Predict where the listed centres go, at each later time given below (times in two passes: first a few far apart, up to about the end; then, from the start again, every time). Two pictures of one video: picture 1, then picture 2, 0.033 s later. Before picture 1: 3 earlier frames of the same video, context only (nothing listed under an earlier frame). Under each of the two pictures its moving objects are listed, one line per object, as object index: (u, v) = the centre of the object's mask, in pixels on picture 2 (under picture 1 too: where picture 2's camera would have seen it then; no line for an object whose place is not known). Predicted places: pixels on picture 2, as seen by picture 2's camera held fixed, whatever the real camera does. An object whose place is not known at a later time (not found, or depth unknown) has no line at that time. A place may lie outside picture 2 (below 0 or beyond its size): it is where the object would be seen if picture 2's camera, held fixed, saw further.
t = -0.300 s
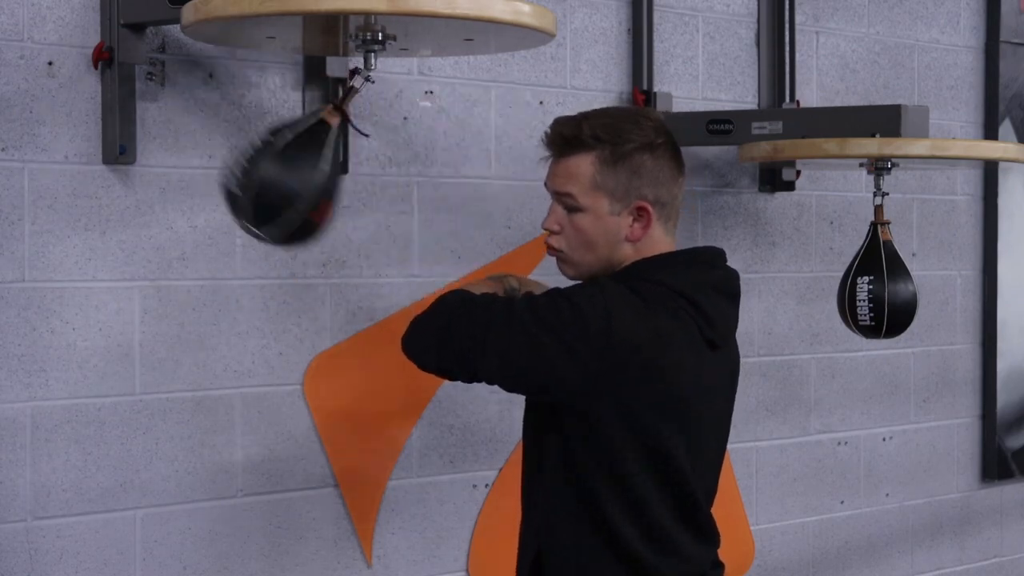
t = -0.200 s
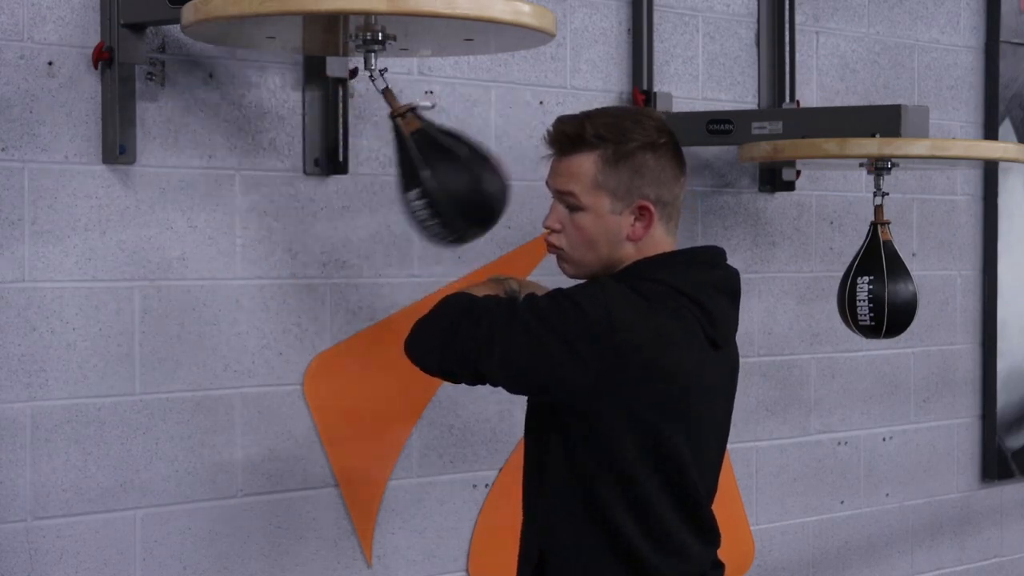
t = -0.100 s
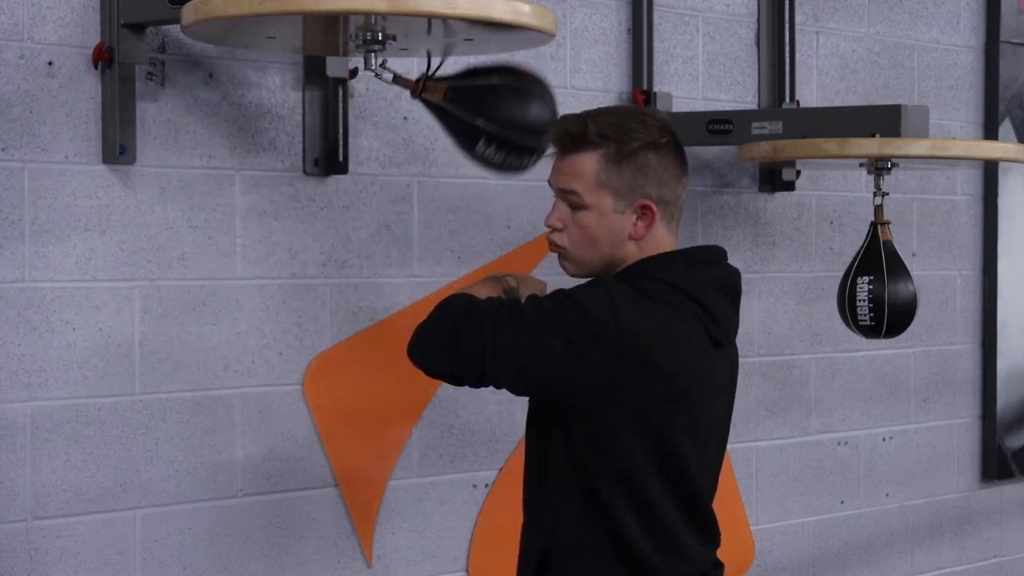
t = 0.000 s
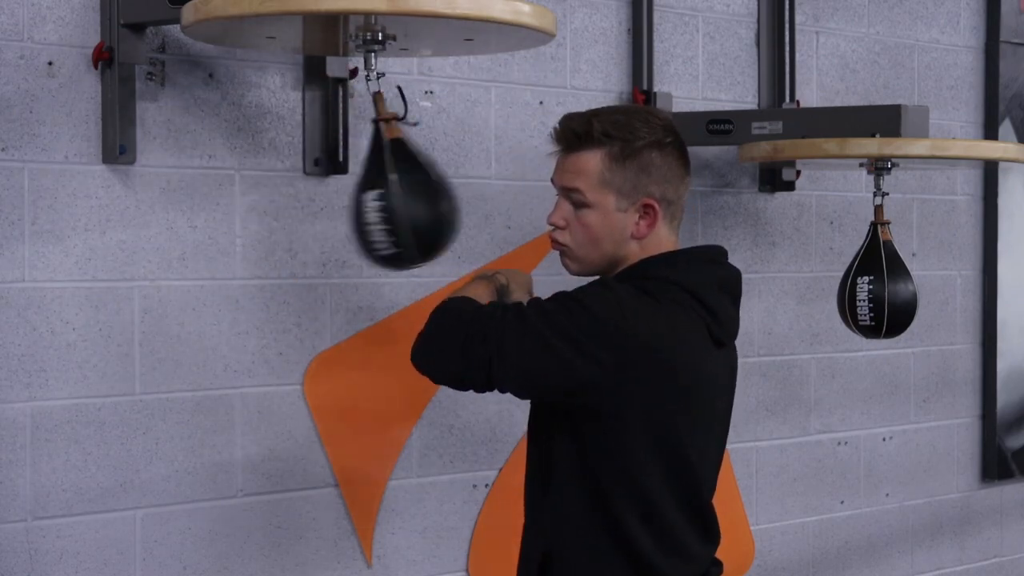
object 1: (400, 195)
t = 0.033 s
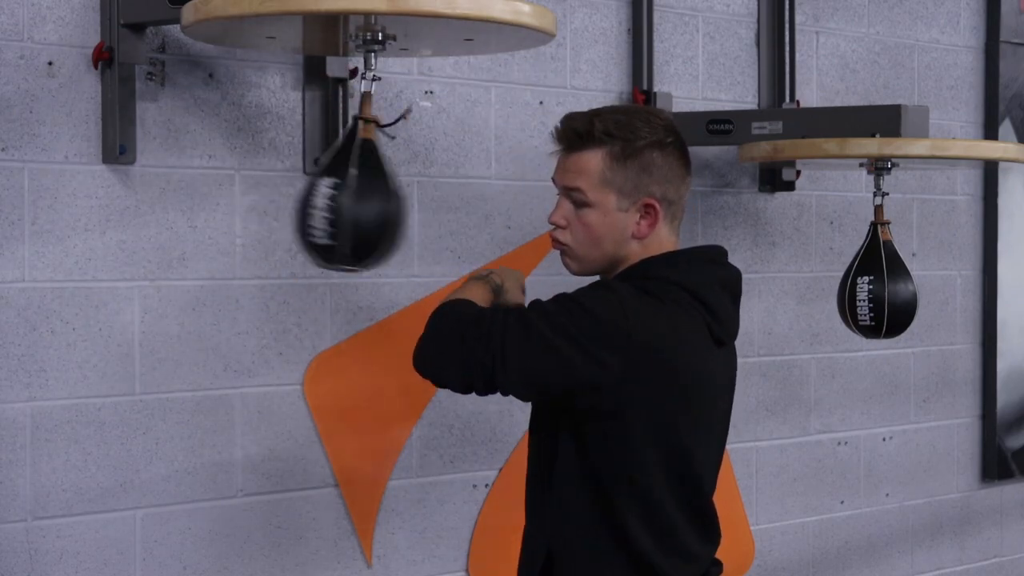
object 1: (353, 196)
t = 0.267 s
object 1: (283, 166)
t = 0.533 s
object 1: (493, 98)
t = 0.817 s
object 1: (267, 151)
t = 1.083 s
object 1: (305, 182)
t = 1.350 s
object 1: (495, 102)
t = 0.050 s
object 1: (330, 191)
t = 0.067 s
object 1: (308, 183)
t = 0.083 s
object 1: (287, 170)
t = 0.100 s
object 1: (272, 154)
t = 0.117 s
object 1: (258, 136)
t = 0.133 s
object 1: (249, 118)
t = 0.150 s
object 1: (243, 100)
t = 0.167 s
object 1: (239, 83)
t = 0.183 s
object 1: (239, 89)
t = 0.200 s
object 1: (244, 106)
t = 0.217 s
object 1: (250, 122)
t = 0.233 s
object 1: (258, 138)
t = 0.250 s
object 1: (269, 153)
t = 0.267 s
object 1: (283, 166)
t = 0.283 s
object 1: (299, 178)
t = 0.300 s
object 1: (317, 188)
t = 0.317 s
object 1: (337, 195)
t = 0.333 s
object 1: (359, 198)
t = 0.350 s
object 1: (379, 197)
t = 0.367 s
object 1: (399, 193)
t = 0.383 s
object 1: (418, 186)
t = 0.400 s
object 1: (435, 177)
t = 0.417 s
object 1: (450, 165)
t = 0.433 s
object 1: (463, 153)
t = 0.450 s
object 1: (473, 140)
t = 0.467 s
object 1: (481, 126)
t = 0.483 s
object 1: (488, 113)
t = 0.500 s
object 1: (492, 101)
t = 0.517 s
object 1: (495, 91)
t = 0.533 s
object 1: (493, 98)
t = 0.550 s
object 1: (490, 109)
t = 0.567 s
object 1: (485, 121)
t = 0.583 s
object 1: (479, 134)
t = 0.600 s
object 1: (472, 146)
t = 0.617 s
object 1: (463, 159)
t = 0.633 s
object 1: (452, 169)
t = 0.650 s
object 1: (437, 180)
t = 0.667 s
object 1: (422, 188)
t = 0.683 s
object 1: (403, 194)
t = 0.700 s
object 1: (384, 197)
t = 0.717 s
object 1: (365, 198)
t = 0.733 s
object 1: (346, 195)
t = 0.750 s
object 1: (327, 190)
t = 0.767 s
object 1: (309, 183)
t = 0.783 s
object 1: (294, 173)
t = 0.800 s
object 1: (279, 162)
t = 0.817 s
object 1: (267, 151)
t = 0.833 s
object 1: (258, 139)
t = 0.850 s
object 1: (251, 126)
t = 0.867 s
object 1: (245, 114)
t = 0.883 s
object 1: (241, 103)
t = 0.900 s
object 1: (238, 94)
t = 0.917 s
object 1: (237, 85)
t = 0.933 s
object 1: (238, 88)
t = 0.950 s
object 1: (240, 97)
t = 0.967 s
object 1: (243, 106)
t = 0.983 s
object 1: (248, 116)
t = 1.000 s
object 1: (253, 128)
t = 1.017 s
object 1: (260, 139)
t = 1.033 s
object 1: (268, 151)
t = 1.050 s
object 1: (278, 162)
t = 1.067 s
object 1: (291, 172)
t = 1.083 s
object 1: (305, 182)
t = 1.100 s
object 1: (322, 189)
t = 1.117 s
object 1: (339, 195)
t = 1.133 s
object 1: (358, 198)
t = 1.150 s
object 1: (376, 198)
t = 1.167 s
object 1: (393, 196)
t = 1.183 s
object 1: (410, 191)
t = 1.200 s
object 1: (426, 185)
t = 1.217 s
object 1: (441, 177)
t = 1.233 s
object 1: (453, 168)
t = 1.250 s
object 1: (463, 158)
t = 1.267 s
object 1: (472, 147)
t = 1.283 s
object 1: (479, 137)
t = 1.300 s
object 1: (486, 128)
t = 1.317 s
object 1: (490, 118)
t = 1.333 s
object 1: (493, 110)
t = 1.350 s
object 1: (495, 102)
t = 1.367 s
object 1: (496, 96)
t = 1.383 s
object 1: (497, 92)
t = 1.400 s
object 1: (497, 95)
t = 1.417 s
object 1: (494, 100)
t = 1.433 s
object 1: (491, 106)
